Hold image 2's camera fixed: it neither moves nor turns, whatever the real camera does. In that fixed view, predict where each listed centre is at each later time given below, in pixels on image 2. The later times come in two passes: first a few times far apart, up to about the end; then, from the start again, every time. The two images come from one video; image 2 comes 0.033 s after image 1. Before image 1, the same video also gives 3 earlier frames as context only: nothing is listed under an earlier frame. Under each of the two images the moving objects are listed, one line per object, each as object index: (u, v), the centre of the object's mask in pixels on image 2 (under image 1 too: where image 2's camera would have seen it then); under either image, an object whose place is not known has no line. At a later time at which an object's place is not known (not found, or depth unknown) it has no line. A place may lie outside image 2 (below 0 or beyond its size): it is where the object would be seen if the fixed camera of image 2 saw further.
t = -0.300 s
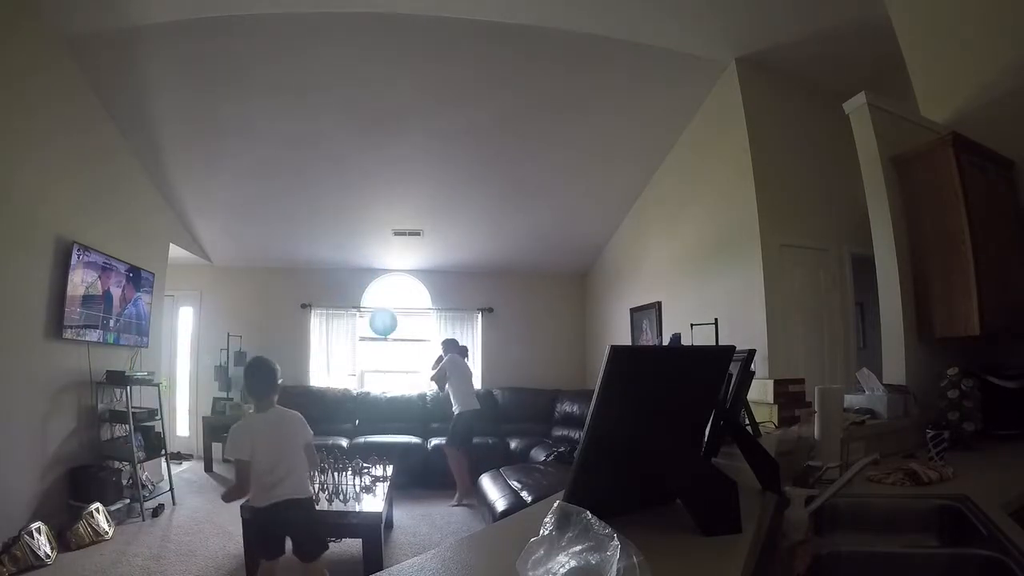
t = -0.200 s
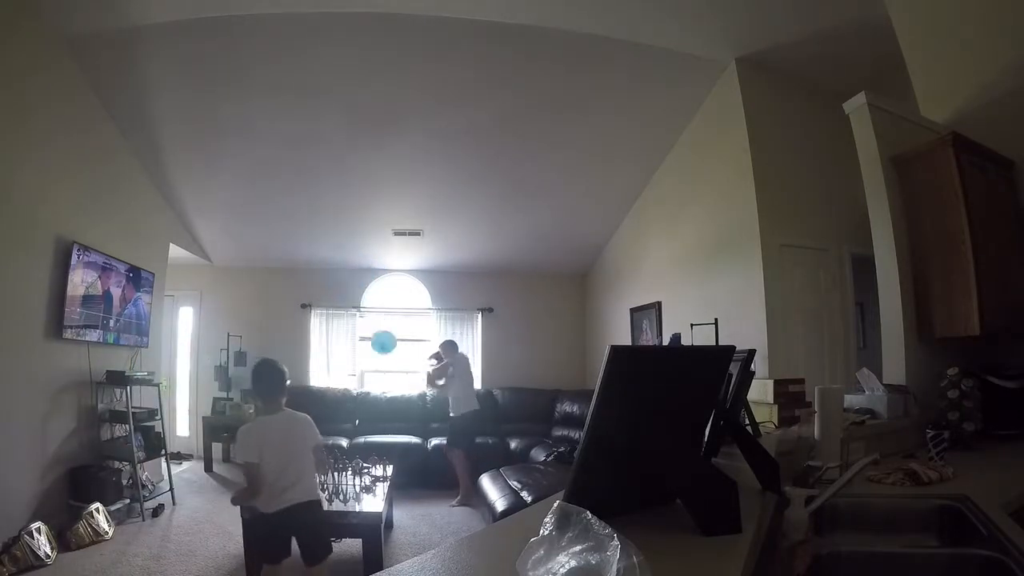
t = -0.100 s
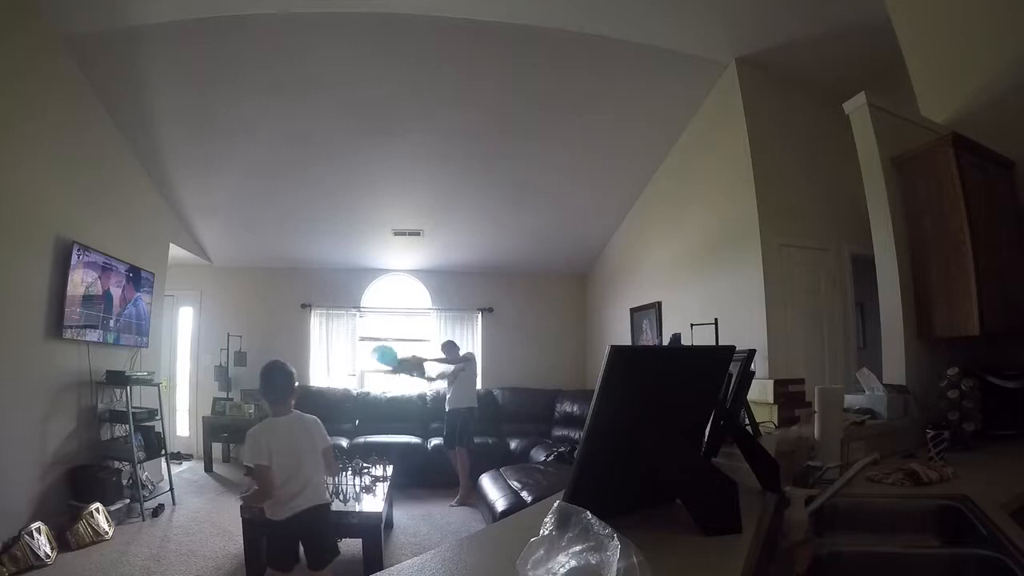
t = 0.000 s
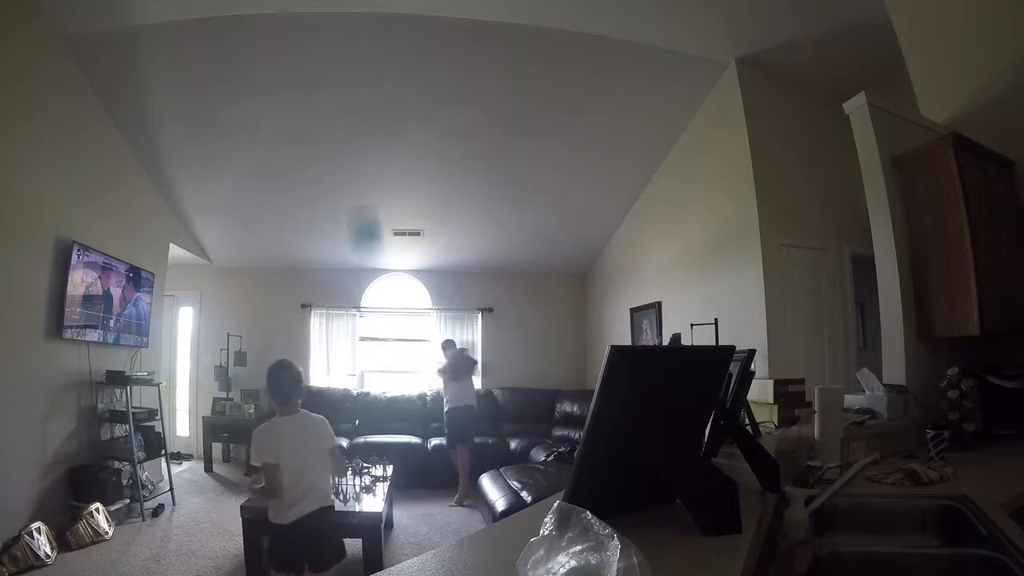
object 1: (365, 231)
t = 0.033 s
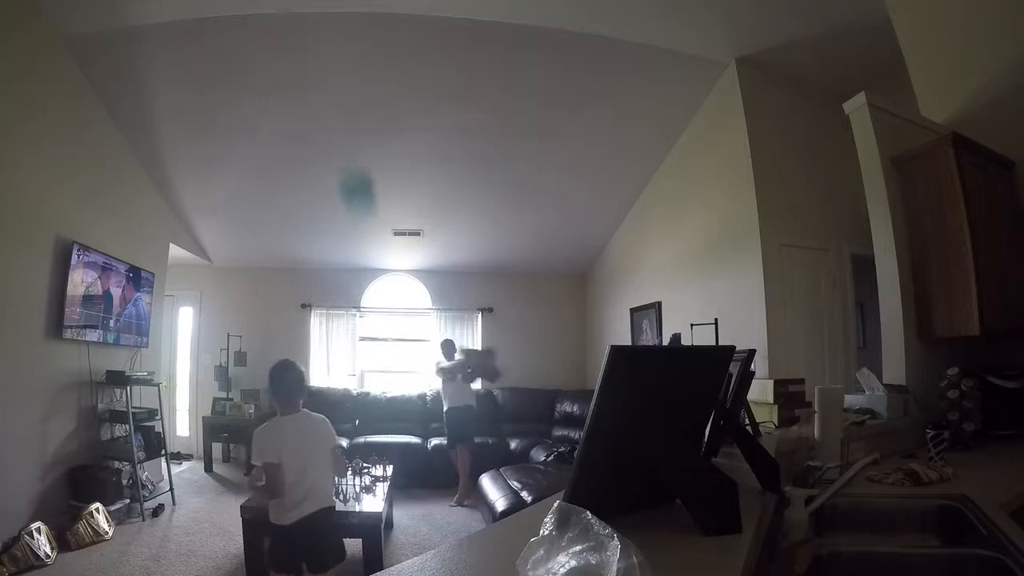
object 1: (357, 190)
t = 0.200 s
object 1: (318, 56)
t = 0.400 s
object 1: (258, 94)
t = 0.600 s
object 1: (192, 170)
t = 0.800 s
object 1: (168, 277)
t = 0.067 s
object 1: (351, 153)
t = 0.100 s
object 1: (344, 119)
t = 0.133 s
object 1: (337, 85)
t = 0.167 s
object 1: (329, 56)
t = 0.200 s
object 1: (318, 56)
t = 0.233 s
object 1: (309, 58)
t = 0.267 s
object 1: (300, 62)
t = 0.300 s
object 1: (290, 68)
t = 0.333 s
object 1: (280, 76)
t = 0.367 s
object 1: (269, 85)
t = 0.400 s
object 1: (258, 94)
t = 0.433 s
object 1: (246, 104)
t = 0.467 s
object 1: (234, 115)
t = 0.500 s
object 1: (223, 126)
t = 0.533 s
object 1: (212, 139)
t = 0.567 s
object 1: (202, 153)
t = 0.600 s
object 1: (192, 170)
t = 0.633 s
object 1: (185, 186)
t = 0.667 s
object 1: (181, 203)
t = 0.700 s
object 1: (177, 219)
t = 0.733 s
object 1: (173, 237)
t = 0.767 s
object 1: (170, 257)
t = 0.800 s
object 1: (168, 277)
